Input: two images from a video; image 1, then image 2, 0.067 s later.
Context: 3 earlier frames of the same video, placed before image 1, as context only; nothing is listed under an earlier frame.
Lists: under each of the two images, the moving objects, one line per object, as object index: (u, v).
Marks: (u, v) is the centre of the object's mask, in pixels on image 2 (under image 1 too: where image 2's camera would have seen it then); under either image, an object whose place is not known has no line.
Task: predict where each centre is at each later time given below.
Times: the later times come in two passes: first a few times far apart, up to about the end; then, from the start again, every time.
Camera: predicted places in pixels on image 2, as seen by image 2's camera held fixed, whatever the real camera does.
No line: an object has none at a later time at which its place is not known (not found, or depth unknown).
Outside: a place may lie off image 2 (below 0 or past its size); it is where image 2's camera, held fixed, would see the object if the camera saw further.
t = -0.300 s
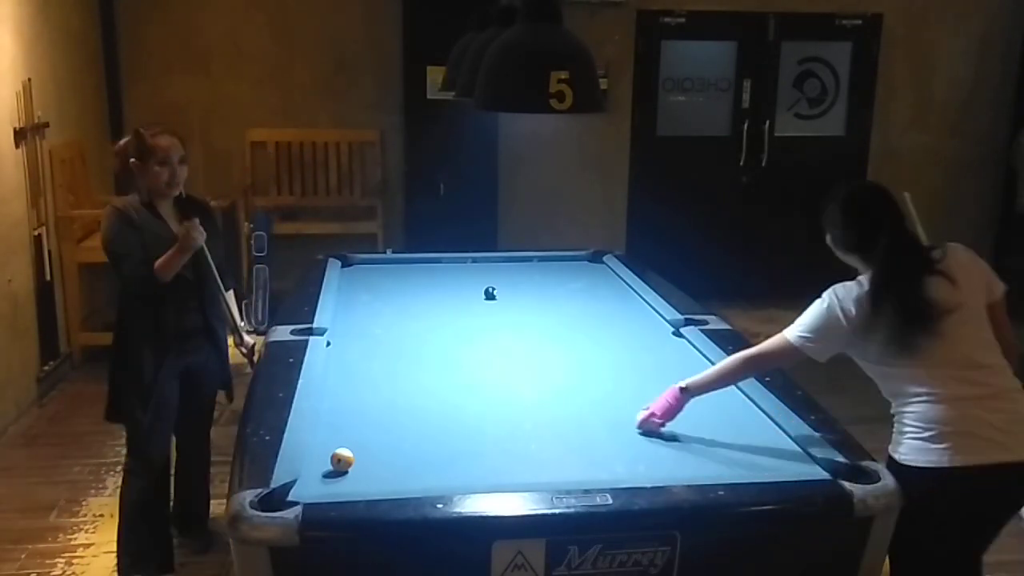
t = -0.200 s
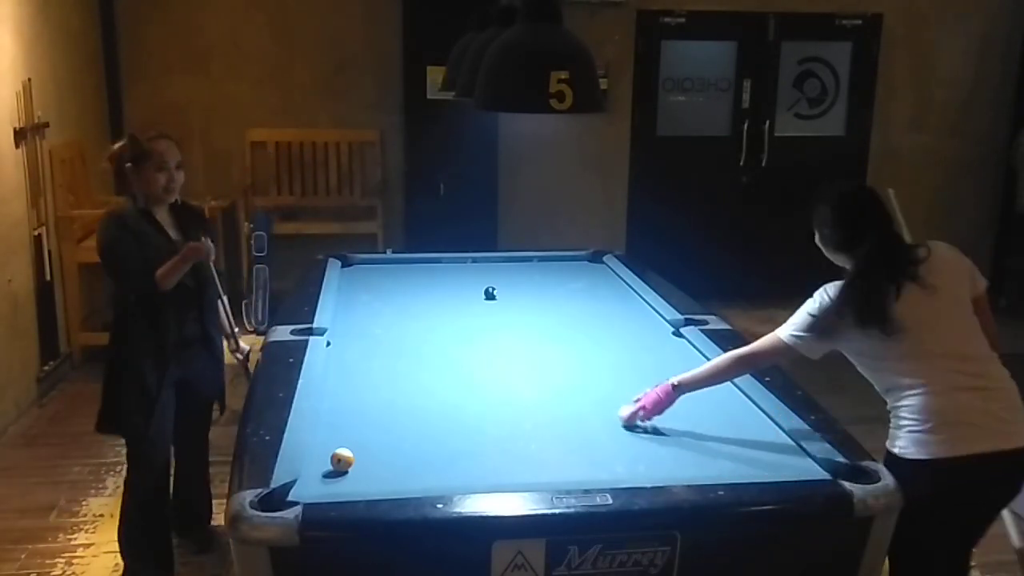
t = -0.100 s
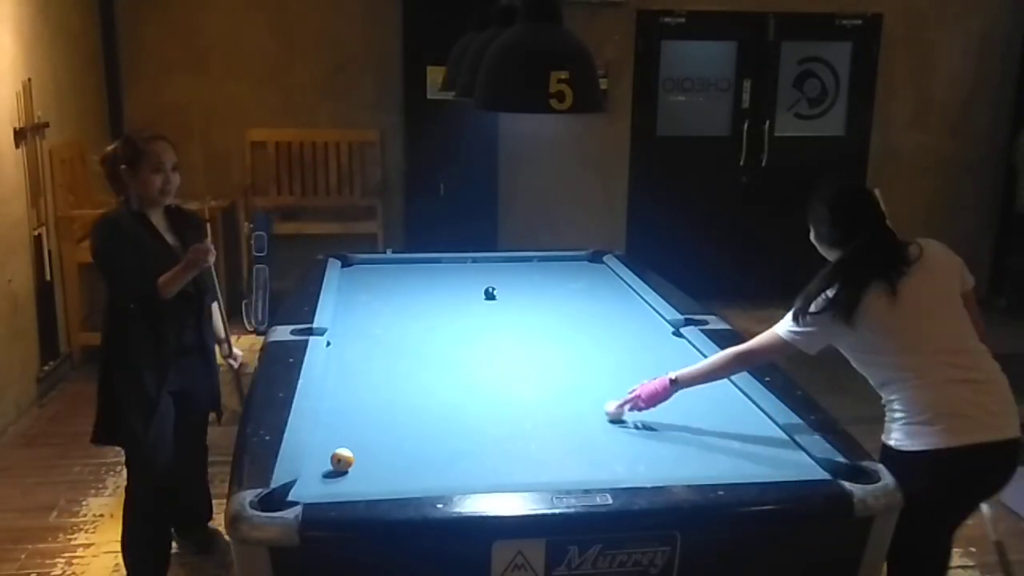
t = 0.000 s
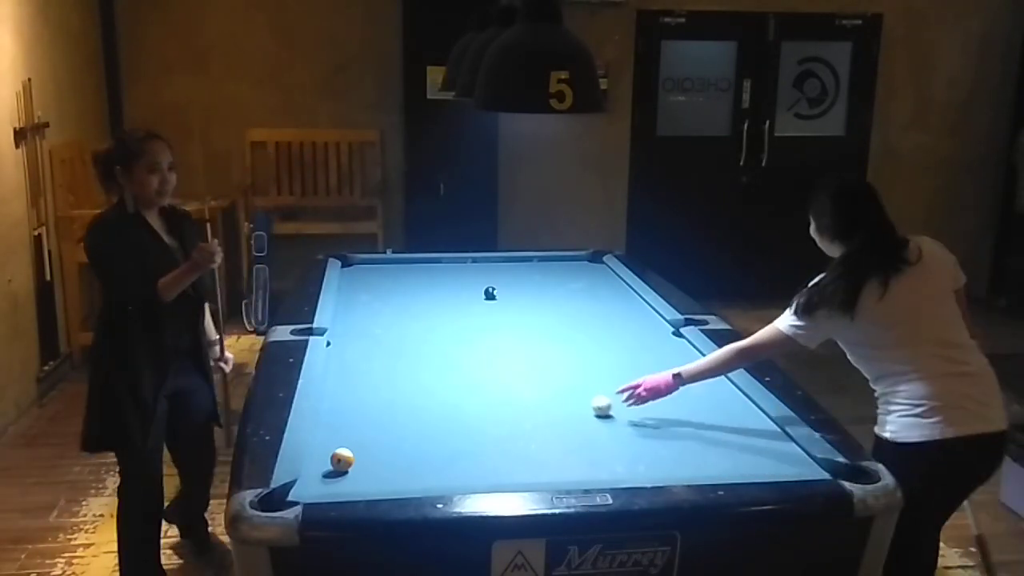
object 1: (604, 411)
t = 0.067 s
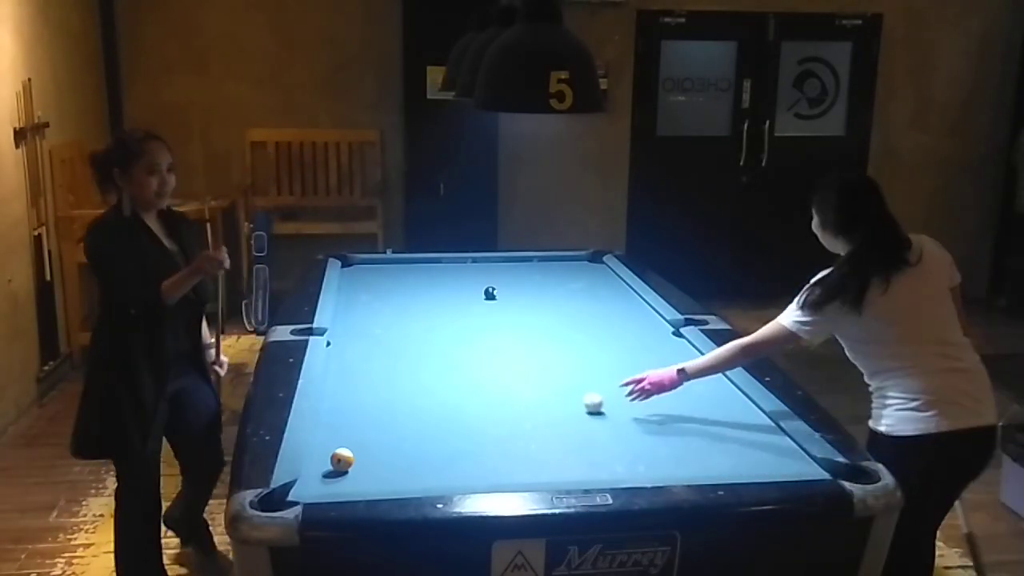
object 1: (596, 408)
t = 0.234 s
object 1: (576, 401)
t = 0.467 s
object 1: (551, 392)
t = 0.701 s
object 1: (527, 383)
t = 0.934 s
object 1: (506, 375)
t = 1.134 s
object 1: (489, 369)
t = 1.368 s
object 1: (472, 362)
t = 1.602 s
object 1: (456, 357)
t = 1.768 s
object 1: (445, 353)
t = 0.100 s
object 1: (592, 406)
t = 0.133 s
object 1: (588, 405)
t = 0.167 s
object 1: (584, 403)
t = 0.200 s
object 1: (580, 402)
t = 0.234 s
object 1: (576, 401)
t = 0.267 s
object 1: (572, 399)
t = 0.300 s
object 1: (568, 398)
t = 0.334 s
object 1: (566, 397)
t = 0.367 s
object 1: (562, 396)
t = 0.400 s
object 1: (557, 395)
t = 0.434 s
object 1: (554, 393)
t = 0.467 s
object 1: (551, 392)
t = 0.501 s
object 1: (547, 391)
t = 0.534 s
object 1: (544, 389)
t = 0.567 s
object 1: (540, 388)
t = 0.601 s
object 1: (537, 386)
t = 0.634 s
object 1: (533, 385)
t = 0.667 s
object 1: (530, 383)
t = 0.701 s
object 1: (527, 383)
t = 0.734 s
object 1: (524, 381)
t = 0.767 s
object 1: (521, 380)
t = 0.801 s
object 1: (518, 379)
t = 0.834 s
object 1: (515, 378)
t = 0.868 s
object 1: (512, 377)
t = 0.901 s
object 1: (509, 376)
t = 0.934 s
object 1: (506, 375)
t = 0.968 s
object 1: (503, 374)
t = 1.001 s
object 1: (500, 373)
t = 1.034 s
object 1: (498, 372)
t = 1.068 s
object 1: (495, 371)
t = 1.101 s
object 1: (492, 370)
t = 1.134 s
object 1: (489, 369)
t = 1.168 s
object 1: (487, 367)
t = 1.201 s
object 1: (484, 366)
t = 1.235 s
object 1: (482, 365)
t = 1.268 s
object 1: (479, 365)
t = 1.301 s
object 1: (477, 364)
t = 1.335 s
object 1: (474, 363)
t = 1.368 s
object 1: (472, 362)
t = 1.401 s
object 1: (470, 361)
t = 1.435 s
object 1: (467, 361)
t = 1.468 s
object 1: (465, 359)
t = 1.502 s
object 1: (462, 359)
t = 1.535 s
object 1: (460, 358)
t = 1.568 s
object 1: (458, 357)
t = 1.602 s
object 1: (456, 357)
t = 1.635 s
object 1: (454, 356)
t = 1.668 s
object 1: (452, 355)
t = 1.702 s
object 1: (450, 354)
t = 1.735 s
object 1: (448, 353)
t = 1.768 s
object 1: (445, 353)
